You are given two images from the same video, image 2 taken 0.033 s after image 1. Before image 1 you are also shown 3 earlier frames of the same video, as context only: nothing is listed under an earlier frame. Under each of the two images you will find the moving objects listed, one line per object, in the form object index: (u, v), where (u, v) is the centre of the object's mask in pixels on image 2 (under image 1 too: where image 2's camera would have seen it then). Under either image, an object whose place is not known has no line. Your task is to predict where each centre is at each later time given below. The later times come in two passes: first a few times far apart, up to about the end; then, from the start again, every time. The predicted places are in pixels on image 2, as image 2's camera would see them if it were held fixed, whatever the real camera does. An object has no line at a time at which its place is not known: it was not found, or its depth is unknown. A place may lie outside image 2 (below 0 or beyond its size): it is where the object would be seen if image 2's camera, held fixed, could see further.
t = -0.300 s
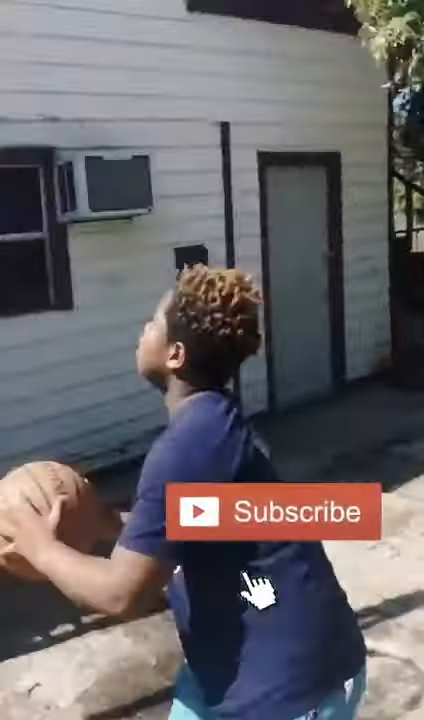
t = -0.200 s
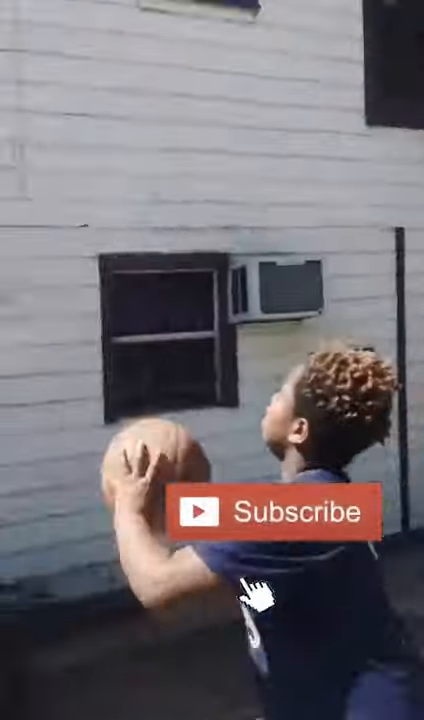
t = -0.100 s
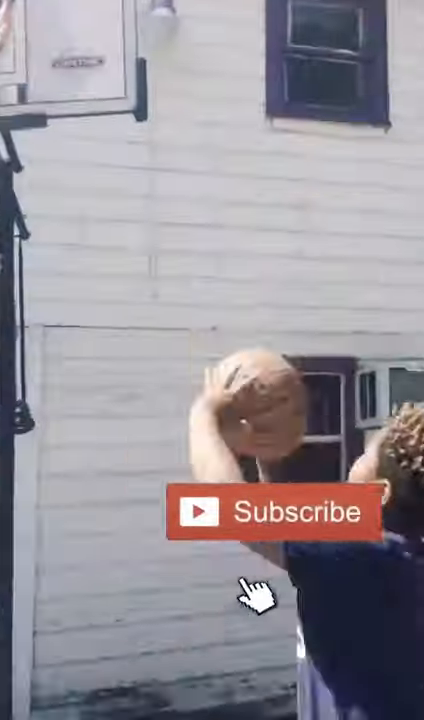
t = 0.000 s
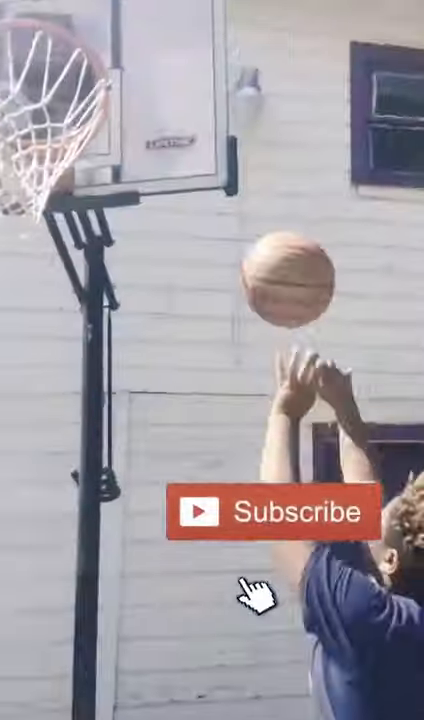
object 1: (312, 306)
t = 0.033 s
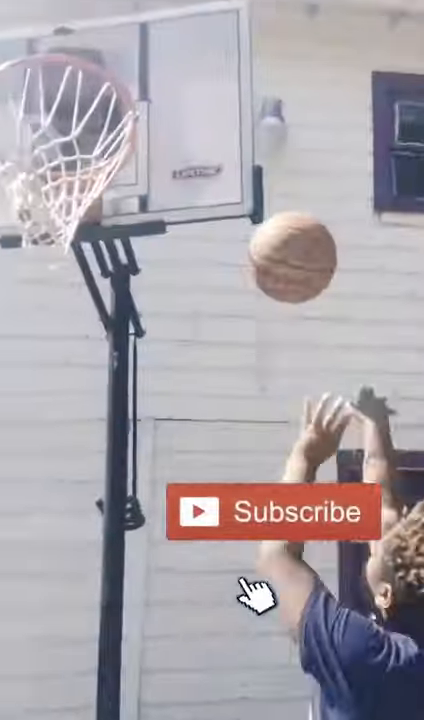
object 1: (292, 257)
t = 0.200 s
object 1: (211, 115)
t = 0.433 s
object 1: (125, 46)
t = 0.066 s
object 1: (275, 216)
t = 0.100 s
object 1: (258, 183)
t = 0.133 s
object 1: (241, 156)
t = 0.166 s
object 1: (226, 134)
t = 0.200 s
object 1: (211, 115)
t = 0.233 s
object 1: (195, 103)
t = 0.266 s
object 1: (182, 92)
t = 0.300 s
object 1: (171, 81)
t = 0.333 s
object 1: (160, 69)
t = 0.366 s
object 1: (148, 61)
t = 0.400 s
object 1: (137, 53)
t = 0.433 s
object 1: (125, 46)
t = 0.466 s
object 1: (113, 44)
